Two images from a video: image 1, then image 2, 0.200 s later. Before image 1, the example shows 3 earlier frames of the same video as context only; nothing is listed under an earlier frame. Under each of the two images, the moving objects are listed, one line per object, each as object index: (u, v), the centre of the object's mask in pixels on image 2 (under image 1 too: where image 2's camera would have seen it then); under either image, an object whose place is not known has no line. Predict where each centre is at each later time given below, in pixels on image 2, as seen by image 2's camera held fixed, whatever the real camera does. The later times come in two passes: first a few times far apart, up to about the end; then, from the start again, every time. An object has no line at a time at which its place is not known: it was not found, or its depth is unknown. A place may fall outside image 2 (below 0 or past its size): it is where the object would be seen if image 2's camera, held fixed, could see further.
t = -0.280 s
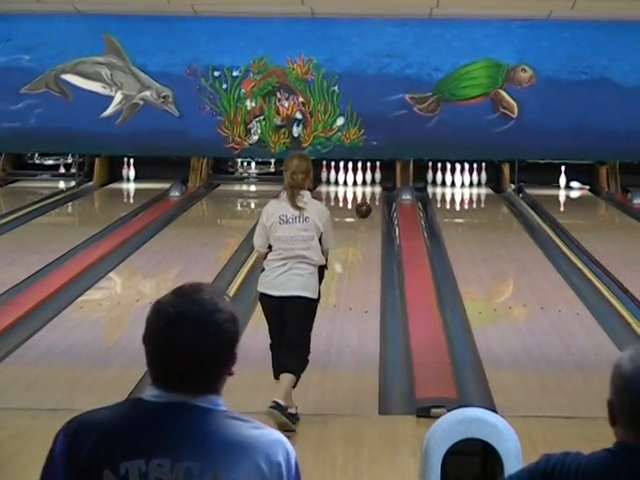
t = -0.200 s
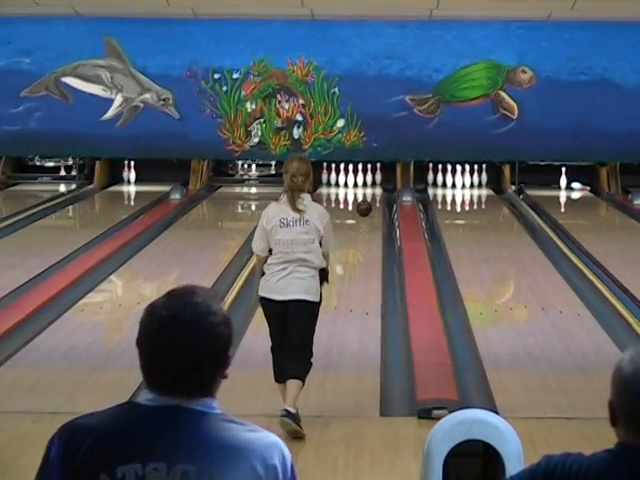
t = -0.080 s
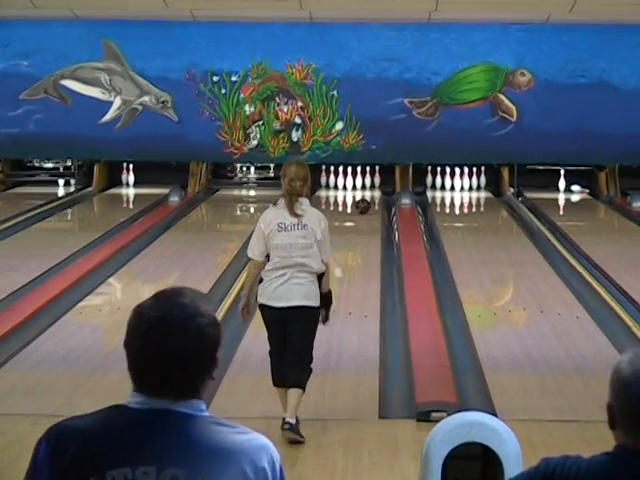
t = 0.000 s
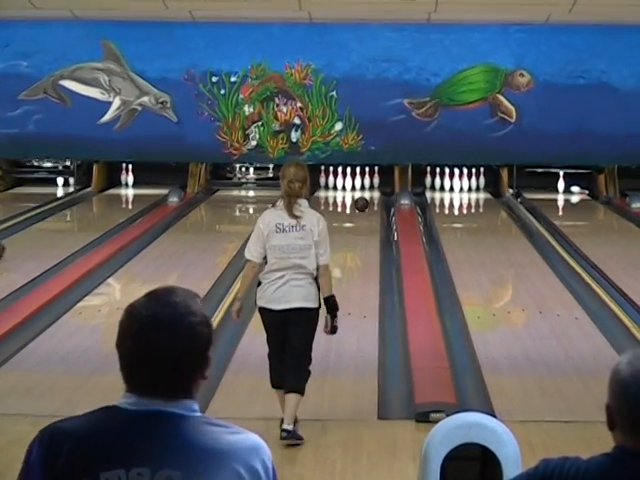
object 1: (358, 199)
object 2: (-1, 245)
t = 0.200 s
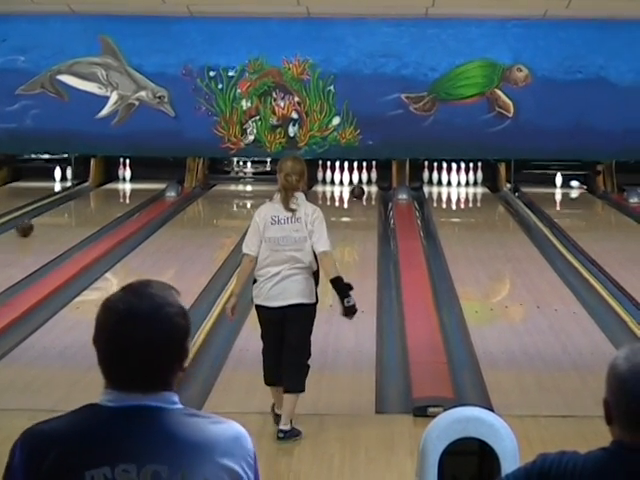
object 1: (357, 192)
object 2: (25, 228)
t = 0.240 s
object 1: (357, 191)
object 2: (30, 225)
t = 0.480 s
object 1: (355, 185)
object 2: (61, 209)
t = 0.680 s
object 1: (351, 181)
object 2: (83, 199)
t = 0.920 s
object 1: (354, 178)
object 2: (104, 186)
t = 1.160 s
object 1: (357, 178)
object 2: (122, 177)
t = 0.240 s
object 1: (357, 191)
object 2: (30, 225)
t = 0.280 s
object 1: (357, 190)
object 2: (36, 221)
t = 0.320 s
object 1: (356, 189)
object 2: (41, 219)
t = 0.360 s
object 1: (356, 187)
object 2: (46, 216)
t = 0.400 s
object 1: (355, 186)
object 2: (51, 213)
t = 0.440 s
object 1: (355, 186)
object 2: (56, 212)
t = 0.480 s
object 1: (355, 185)
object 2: (61, 209)
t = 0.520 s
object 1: (355, 184)
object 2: (65, 206)
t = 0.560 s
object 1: (354, 183)
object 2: (70, 204)
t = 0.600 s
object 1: (352, 182)
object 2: (74, 202)
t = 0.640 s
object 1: (351, 181)
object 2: (78, 199)
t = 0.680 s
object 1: (351, 181)
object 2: (83, 199)
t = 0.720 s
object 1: (351, 179)
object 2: (87, 194)
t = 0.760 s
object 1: (352, 179)
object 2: (90, 192)
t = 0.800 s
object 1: (352, 179)
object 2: (93, 191)
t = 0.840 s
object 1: (352, 178)
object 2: (97, 189)
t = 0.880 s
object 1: (353, 178)
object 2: (101, 188)
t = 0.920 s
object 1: (354, 178)
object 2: (104, 186)
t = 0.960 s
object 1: (354, 177)
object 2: (108, 184)
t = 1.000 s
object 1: (356, 177)
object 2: (111, 183)
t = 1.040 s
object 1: (356, 177)
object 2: (114, 181)
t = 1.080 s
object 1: (356, 179)
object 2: (117, 180)
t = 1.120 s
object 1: (357, 178)
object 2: (120, 178)
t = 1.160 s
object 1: (357, 178)
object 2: (122, 177)
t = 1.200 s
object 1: (358, 177)
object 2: (126, 175)
